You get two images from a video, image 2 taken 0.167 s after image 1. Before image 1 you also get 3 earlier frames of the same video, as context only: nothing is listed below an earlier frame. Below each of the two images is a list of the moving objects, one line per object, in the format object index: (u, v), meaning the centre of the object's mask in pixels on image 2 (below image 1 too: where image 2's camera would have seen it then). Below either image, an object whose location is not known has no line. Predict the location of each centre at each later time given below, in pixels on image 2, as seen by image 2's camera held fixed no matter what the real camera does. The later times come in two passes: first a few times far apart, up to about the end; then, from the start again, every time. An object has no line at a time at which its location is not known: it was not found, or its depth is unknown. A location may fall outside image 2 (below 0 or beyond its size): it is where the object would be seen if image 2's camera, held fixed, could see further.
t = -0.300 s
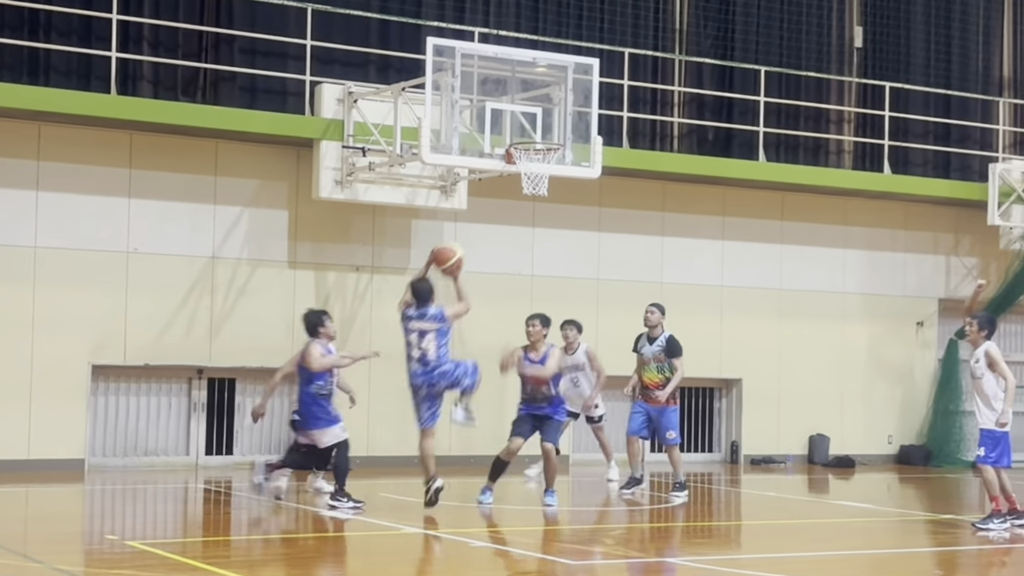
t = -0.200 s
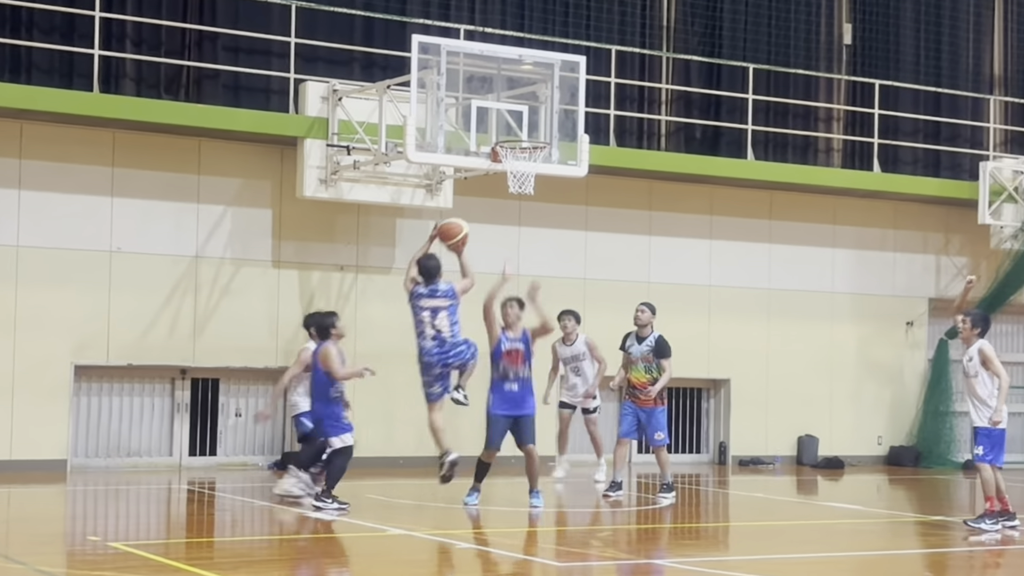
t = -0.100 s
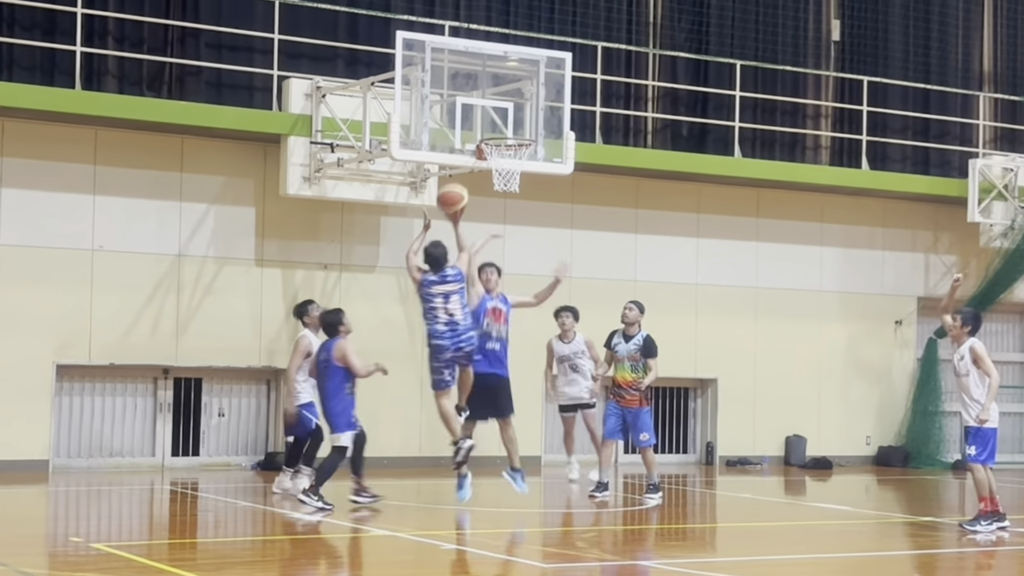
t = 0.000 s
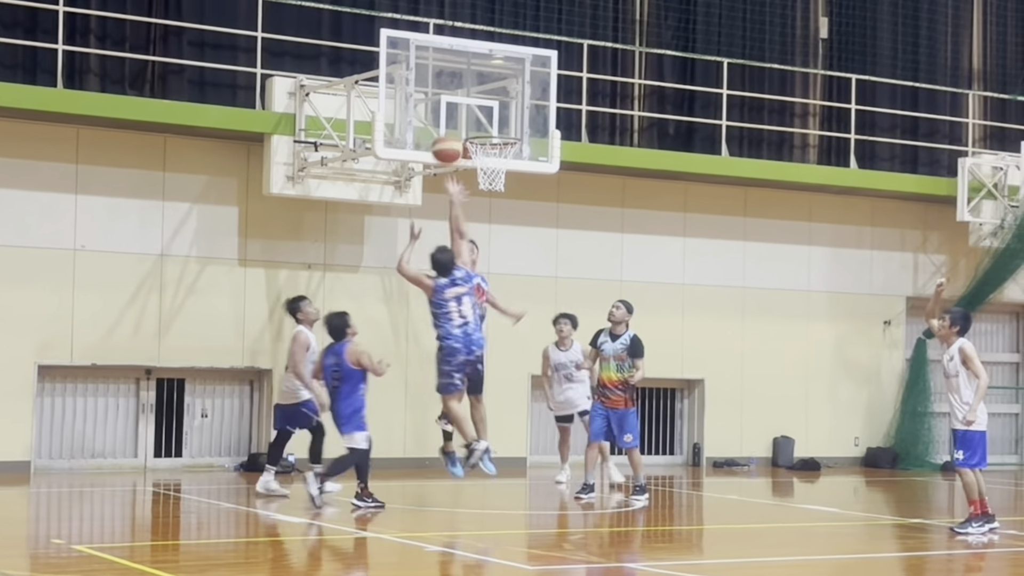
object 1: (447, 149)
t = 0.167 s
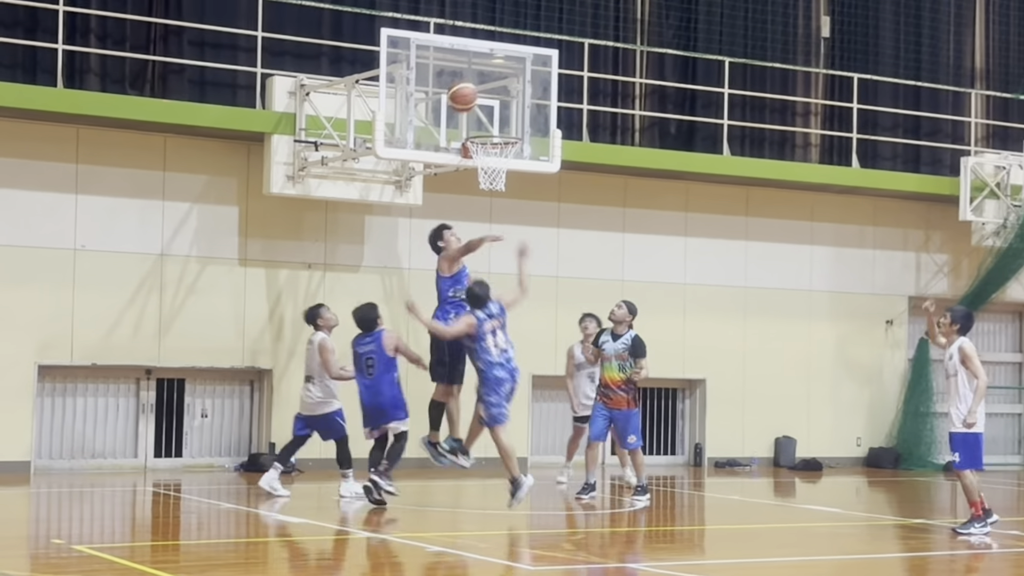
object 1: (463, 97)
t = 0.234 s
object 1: (468, 85)
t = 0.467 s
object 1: (485, 92)
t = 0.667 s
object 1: (497, 140)
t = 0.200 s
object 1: (465, 91)
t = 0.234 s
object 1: (468, 85)
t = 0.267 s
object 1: (471, 83)
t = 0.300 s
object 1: (473, 81)
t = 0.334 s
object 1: (476, 81)
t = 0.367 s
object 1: (478, 82)
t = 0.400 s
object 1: (480, 83)
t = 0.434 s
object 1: (482, 87)
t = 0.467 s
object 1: (485, 92)
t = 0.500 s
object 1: (487, 98)
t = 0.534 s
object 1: (490, 105)
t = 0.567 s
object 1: (491, 114)
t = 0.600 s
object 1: (493, 123)
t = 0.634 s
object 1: (495, 134)
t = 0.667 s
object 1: (497, 140)
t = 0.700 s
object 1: (498, 147)
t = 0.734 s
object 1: (499, 156)
